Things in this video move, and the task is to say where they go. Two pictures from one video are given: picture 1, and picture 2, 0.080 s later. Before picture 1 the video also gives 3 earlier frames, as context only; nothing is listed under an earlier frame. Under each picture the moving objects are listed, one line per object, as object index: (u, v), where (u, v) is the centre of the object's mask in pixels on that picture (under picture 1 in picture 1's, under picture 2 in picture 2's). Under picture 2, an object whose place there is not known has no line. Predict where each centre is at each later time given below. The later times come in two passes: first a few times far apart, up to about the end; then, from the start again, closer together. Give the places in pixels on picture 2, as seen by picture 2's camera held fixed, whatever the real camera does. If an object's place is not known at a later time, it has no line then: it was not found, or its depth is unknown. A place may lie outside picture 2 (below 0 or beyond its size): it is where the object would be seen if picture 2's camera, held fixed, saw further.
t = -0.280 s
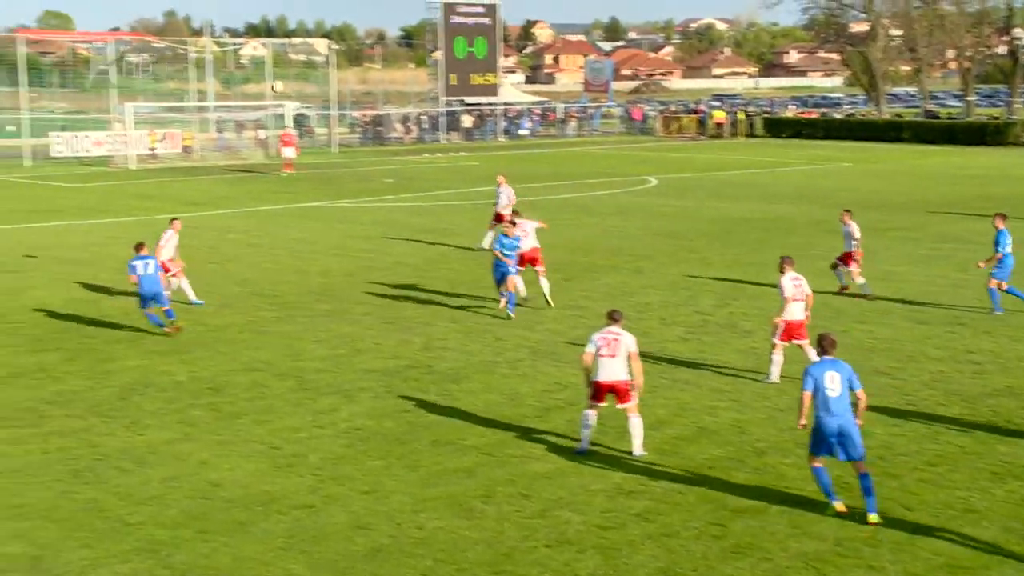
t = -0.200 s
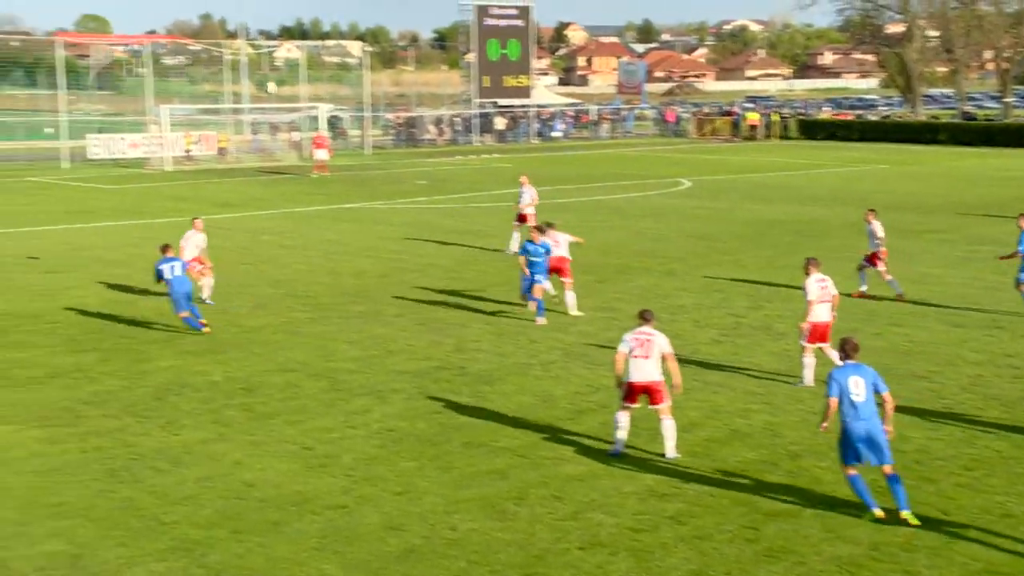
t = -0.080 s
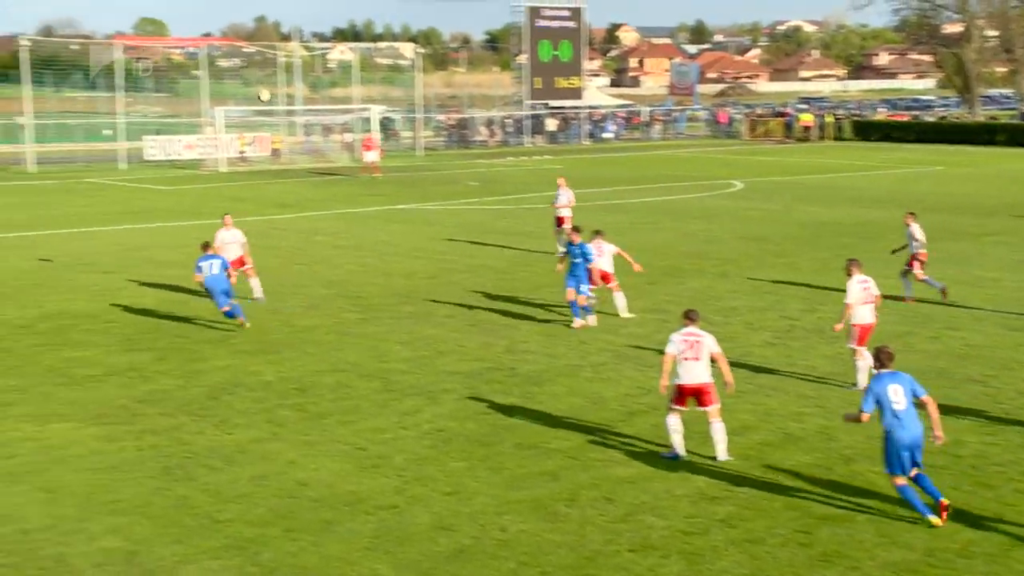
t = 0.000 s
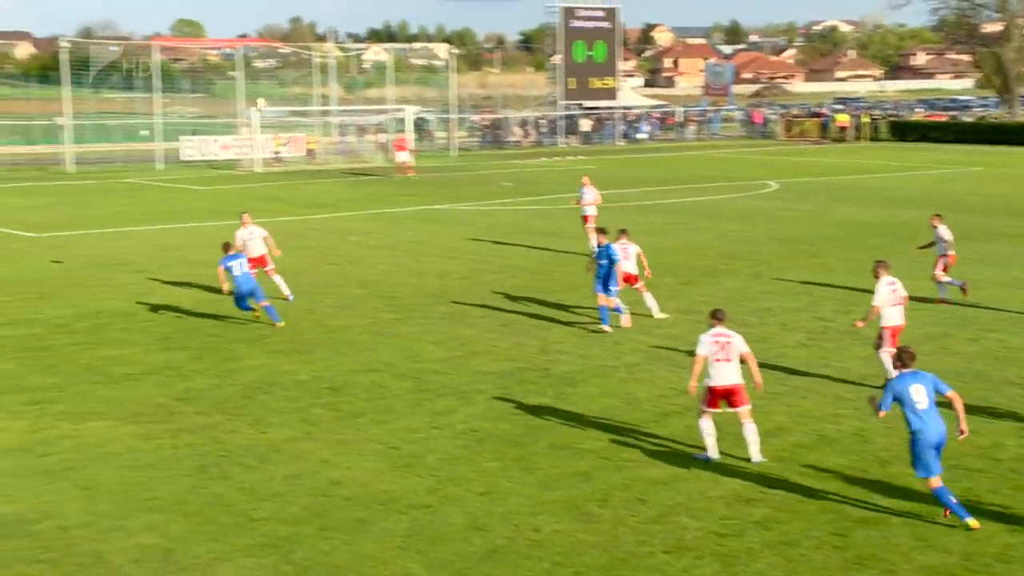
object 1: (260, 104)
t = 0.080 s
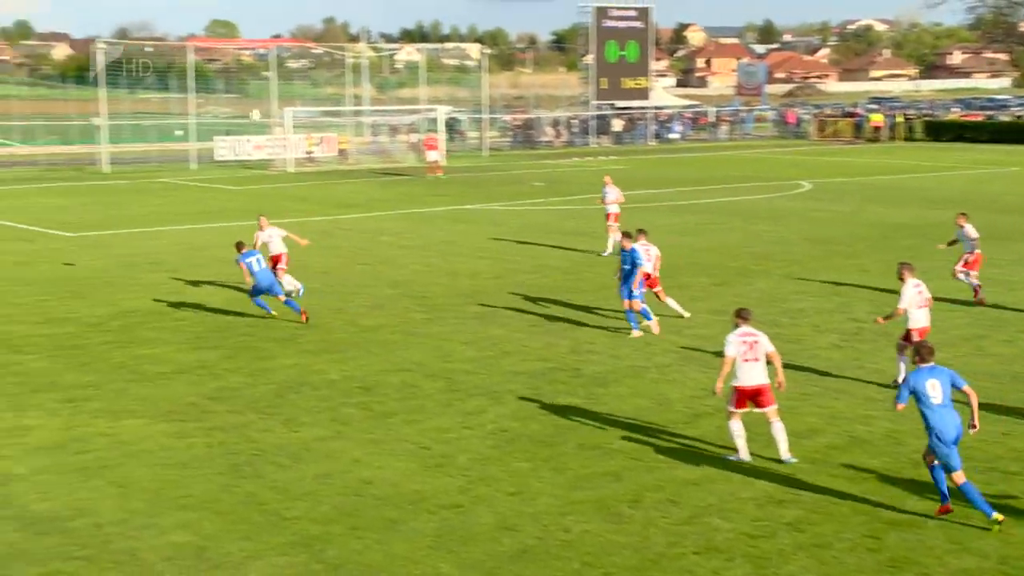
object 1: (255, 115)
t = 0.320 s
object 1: (141, 170)
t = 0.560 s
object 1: (29, 255)
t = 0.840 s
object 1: (-75, 281)
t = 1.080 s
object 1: (-140, 242)
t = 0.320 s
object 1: (141, 170)
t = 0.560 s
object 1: (29, 255)
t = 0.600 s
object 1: (10, 273)
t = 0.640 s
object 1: (-8, 291)
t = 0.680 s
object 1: (-27, 311)
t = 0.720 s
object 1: (-42, 314)
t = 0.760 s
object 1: (-53, 301)
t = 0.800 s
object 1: (-64, 290)
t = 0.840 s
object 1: (-75, 281)
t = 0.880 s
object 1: (-87, 271)
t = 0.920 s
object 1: (-98, 264)
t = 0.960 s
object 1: (-109, 257)
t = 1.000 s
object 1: (-119, 251)
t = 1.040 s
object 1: (-130, 246)
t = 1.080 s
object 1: (-140, 242)
